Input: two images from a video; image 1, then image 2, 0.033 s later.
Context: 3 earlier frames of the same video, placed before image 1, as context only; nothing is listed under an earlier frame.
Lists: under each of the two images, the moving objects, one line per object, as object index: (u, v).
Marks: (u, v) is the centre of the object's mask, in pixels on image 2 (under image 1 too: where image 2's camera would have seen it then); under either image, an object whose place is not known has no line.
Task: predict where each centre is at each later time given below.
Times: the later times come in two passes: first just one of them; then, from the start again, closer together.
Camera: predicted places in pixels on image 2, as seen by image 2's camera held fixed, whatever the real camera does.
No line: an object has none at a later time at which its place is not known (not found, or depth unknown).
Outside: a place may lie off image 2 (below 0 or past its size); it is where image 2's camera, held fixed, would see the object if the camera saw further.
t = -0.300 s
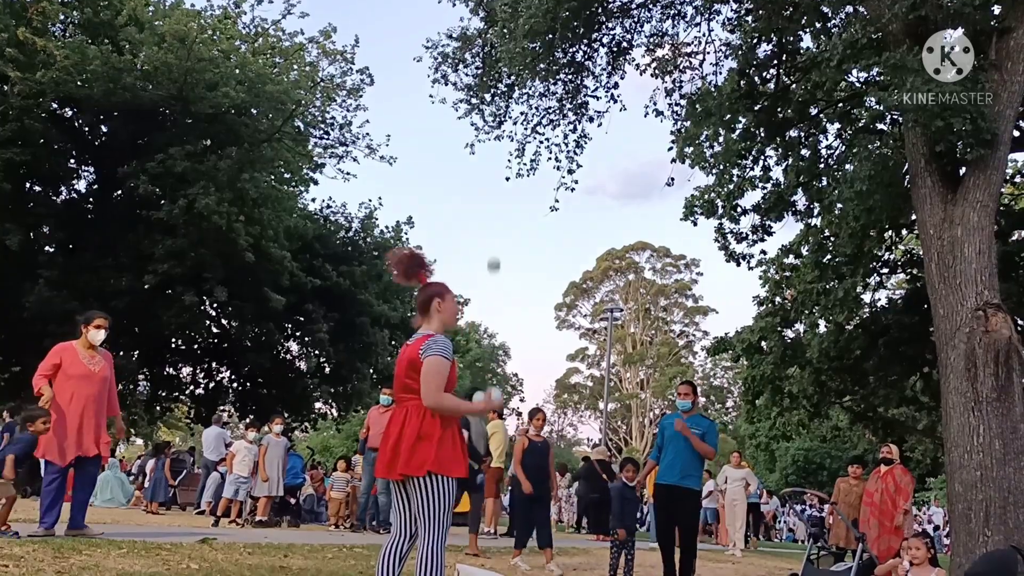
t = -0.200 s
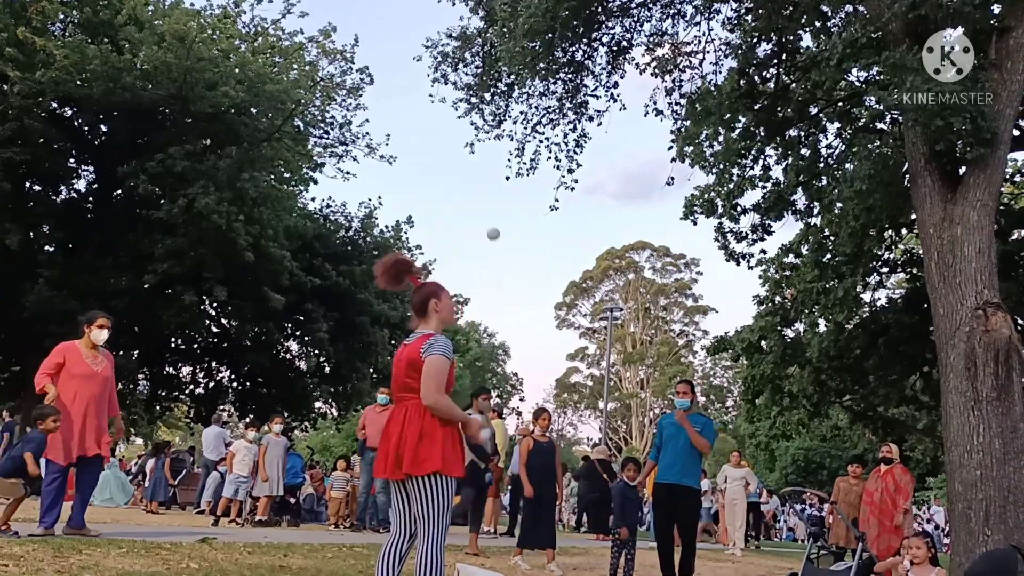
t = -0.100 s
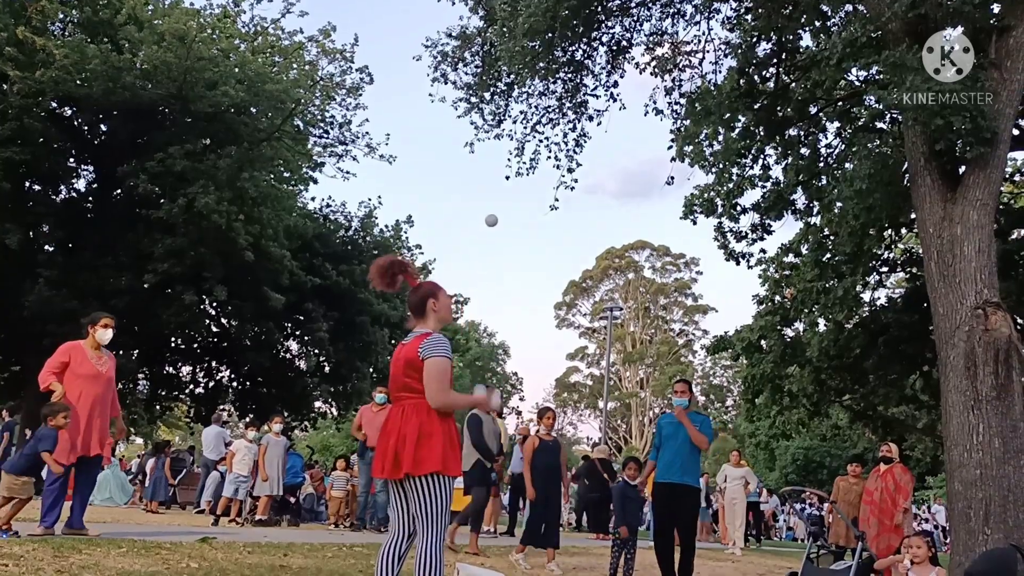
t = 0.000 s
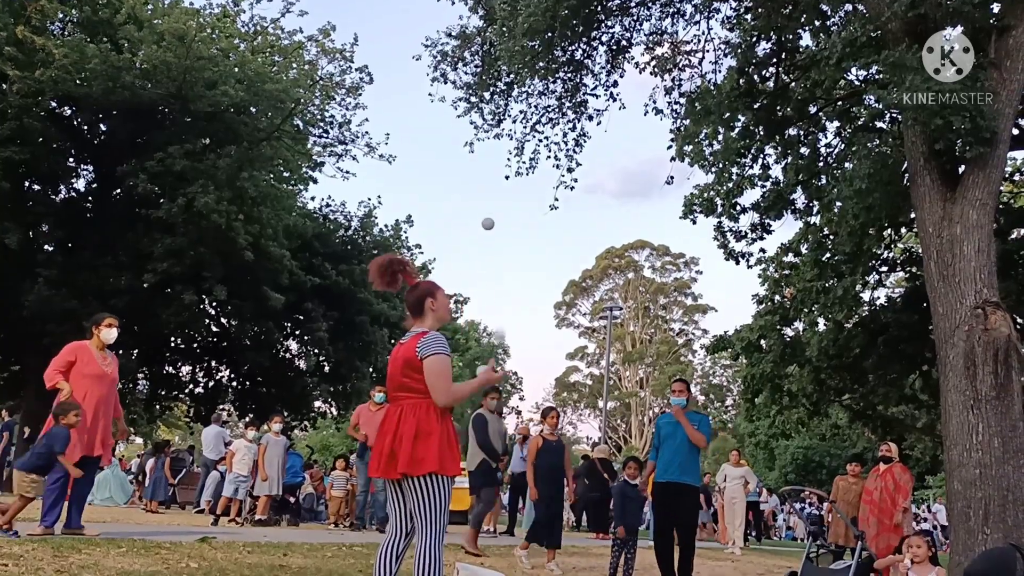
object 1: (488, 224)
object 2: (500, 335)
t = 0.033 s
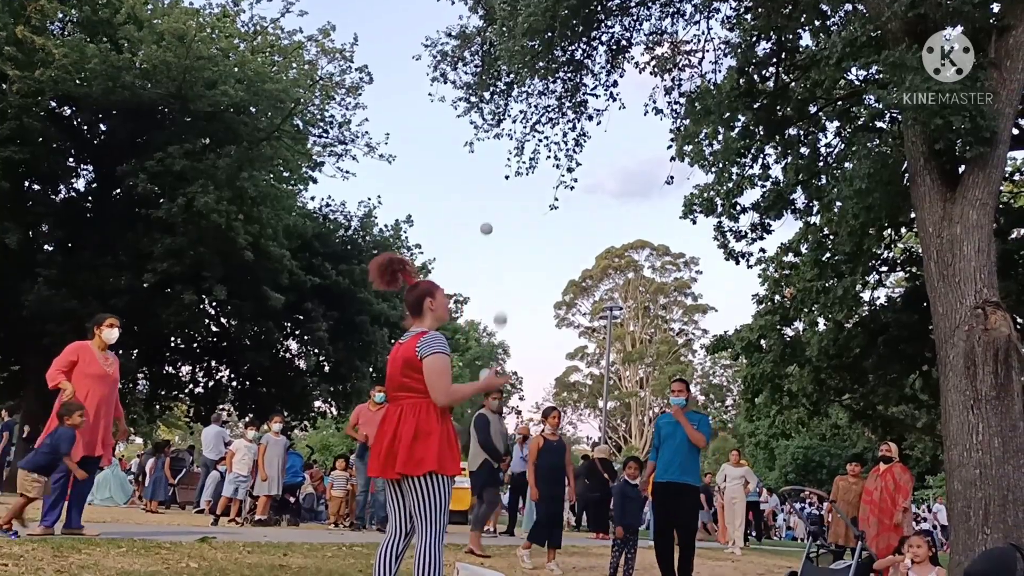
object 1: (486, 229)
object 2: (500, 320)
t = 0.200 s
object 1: (477, 281)
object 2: (509, 263)
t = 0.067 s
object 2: (502, 304)
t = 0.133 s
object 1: (481, 253)
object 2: (506, 279)
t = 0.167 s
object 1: (479, 267)
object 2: (508, 271)
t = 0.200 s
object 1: (477, 281)
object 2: (509, 263)
